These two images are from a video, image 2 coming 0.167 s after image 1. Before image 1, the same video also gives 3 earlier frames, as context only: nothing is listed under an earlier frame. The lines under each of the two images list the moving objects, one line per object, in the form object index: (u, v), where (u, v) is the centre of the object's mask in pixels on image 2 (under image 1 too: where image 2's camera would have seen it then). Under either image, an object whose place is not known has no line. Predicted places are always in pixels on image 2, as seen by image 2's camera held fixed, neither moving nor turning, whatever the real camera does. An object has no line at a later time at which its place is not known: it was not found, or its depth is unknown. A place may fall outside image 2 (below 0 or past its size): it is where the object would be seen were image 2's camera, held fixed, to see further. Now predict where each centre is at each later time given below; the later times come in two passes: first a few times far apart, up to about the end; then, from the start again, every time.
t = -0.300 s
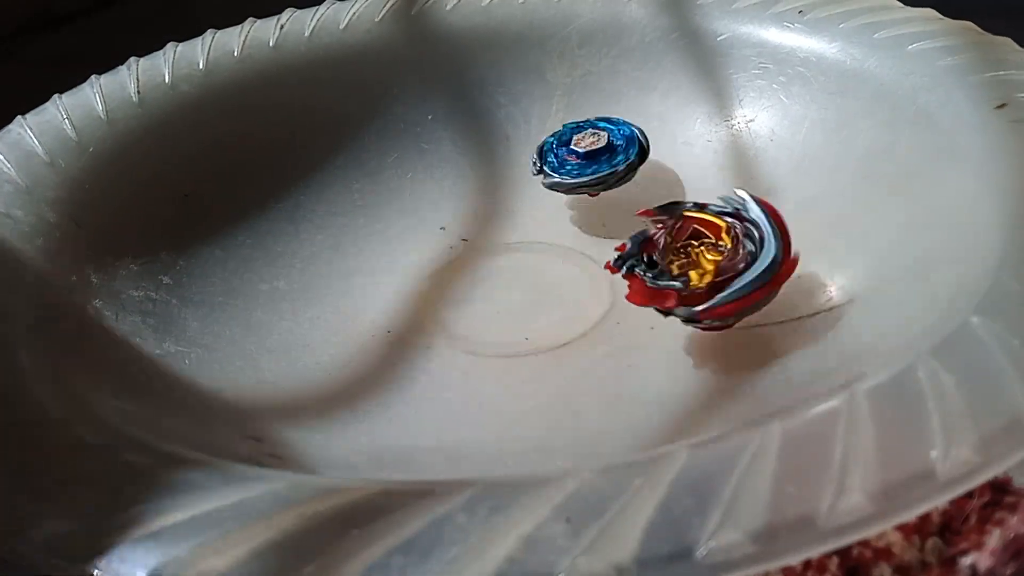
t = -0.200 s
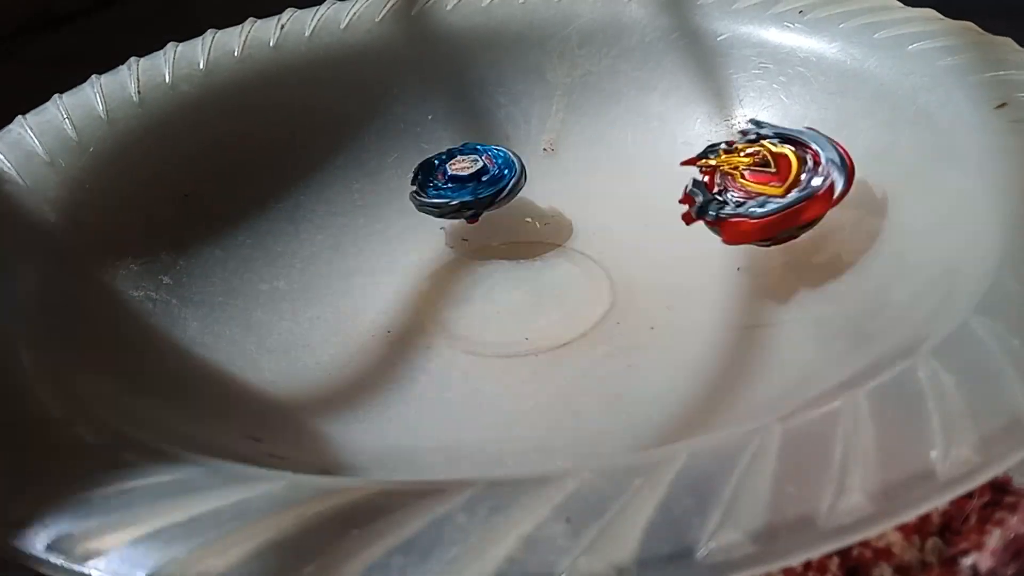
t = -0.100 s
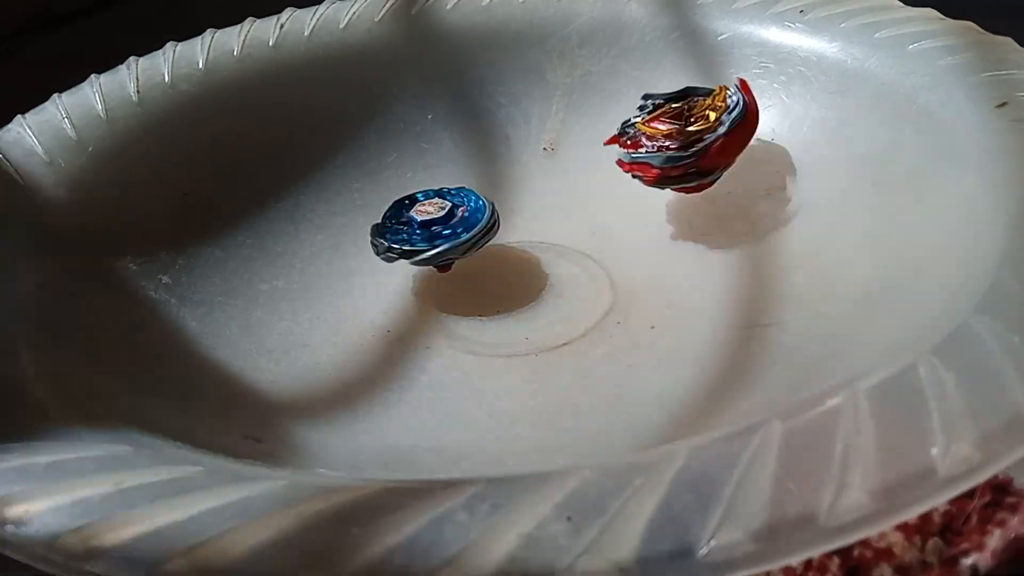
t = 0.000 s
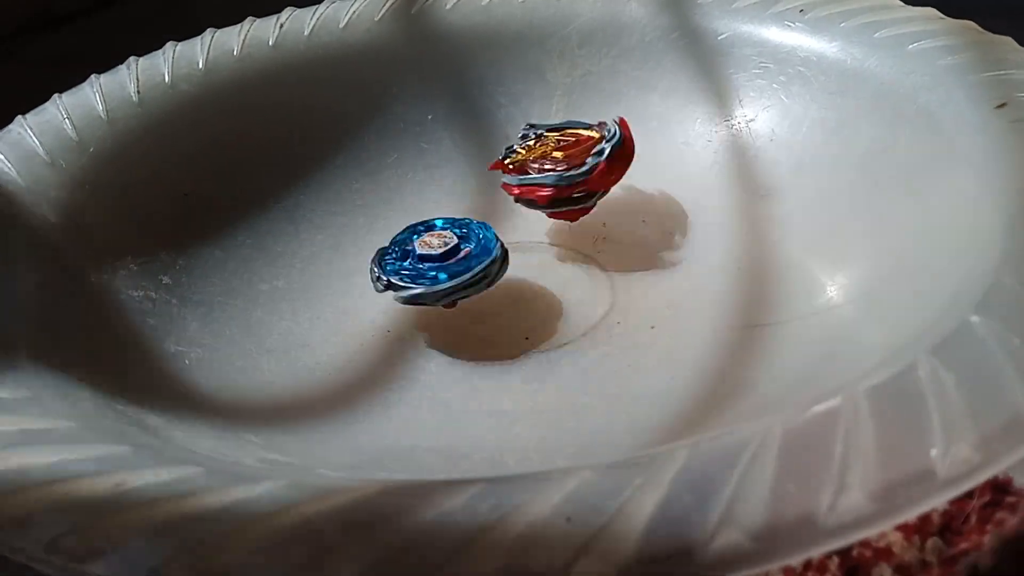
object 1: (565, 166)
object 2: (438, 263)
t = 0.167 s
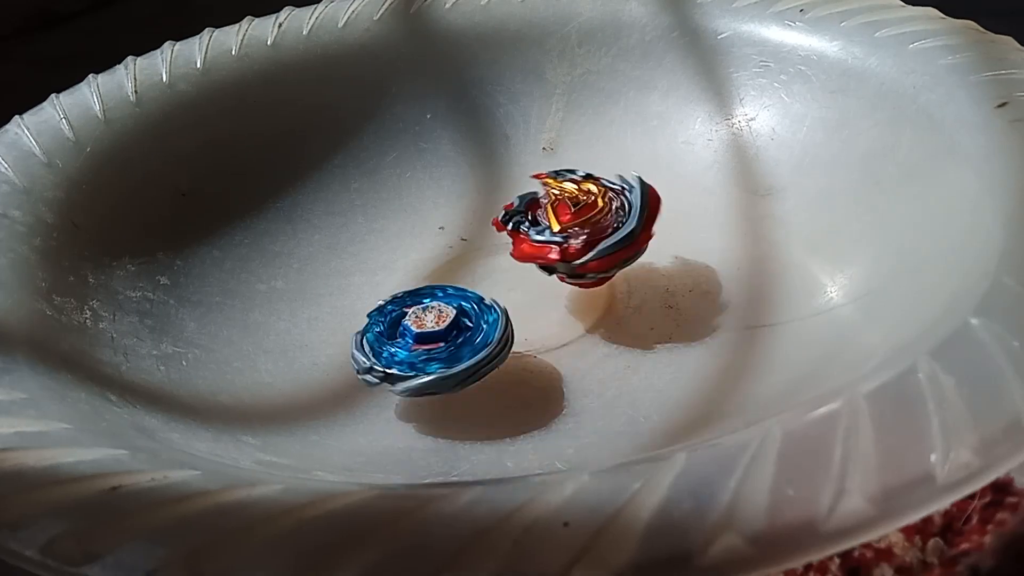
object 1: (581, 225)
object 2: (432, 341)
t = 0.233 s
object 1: (634, 228)
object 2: (473, 361)
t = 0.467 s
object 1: (691, 136)
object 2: (601, 277)
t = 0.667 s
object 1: (498, 131)
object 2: (418, 291)
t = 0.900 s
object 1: (528, 217)
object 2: (410, 359)
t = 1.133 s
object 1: (745, 125)
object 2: (450, 329)
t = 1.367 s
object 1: (590, 161)
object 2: (332, 308)
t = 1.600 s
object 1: (585, 261)
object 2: (381, 250)
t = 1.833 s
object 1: (579, 332)
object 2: (387, 220)
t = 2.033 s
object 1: (566, 318)
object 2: (455, 196)
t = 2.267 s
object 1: (408, 277)
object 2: (485, 179)
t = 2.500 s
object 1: (338, 252)
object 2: (596, 180)
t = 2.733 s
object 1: (391, 225)
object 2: (612, 201)
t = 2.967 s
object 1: (493, 176)
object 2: (673, 220)
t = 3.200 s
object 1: (556, 166)
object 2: (642, 277)
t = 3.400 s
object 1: (599, 184)
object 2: (642, 296)
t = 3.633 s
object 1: (651, 232)
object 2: (526, 338)
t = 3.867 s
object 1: (629, 267)
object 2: (491, 342)
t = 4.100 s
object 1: (650, 268)
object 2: (345, 349)
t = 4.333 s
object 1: (636, 261)
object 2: (364, 282)
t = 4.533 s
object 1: (620, 250)
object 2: (356, 217)
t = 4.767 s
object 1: (614, 240)
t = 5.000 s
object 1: (638, 236)
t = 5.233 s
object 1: (652, 236)
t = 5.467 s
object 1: (641, 284)
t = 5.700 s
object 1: (528, 305)
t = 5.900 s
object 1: (455, 277)
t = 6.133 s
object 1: (486, 225)
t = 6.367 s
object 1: (563, 216)
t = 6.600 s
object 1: (632, 243)
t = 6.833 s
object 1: (610, 275)
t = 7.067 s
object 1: (554, 268)
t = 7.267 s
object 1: (547, 243)
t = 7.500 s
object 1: (581, 250)
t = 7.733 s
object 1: (578, 281)
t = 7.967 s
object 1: (562, 265)
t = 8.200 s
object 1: (572, 258)
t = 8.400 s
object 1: (581, 273)
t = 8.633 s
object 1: (488, 306)
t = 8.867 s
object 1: (391, 281)
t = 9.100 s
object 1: (447, 221)
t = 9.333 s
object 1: (529, 207)
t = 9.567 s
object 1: (568, 186)
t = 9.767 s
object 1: (568, 179)
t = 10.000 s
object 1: (564, 172)
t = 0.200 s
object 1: (610, 228)
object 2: (444, 351)
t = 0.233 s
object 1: (634, 228)
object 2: (473, 361)
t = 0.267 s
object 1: (650, 228)
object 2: (523, 364)
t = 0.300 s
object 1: (666, 225)
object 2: (578, 352)
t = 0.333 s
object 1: (673, 220)
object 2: (622, 334)
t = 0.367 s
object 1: (679, 210)
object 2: (650, 310)
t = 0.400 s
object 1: (690, 187)
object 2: (648, 293)
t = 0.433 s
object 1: (700, 160)
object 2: (630, 283)
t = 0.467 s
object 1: (691, 136)
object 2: (601, 277)
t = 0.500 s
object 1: (673, 120)
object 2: (567, 278)
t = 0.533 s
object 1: (644, 108)
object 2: (535, 281)
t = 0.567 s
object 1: (608, 105)
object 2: (505, 284)
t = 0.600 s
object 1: (568, 106)
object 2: (478, 284)
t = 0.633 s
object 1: (527, 116)
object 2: (449, 287)
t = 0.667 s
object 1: (498, 131)
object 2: (418, 291)
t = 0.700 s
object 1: (475, 148)
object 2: (390, 292)
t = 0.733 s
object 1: (462, 168)
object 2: (363, 295)
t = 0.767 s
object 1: (461, 182)
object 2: (341, 303)
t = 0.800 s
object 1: (471, 193)
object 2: (332, 316)
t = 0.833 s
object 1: (487, 200)
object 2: (336, 334)
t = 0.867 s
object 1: (507, 209)
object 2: (365, 350)
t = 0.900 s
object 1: (528, 217)
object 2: (410, 359)
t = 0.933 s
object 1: (550, 228)
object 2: (457, 357)
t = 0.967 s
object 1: (567, 238)
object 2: (494, 346)
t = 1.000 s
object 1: (622, 217)
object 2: (479, 342)
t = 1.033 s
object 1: (698, 199)
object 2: (460, 354)
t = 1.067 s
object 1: (740, 168)
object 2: (461, 352)
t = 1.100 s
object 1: (753, 142)
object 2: (464, 341)
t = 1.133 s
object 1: (745, 125)
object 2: (450, 329)
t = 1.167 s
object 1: (724, 119)
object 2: (425, 320)
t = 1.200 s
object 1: (696, 120)
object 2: (398, 310)
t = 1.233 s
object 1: (666, 127)
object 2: (372, 303)
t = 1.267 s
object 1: (639, 133)
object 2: (351, 298)
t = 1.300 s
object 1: (619, 141)
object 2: (337, 299)
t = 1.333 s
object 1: (603, 150)
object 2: (331, 303)
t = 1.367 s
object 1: (590, 161)
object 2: (332, 308)
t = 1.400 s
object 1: (580, 173)
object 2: (342, 313)
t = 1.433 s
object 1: (578, 185)
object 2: (357, 313)
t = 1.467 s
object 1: (581, 196)
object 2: (371, 306)
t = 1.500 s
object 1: (585, 209)
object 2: (379, 294)
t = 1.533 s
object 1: (587, 225)
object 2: (381, 279)
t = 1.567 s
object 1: (587, 242)
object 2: (380, 264)
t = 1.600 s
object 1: (585, 261)
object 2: (381, 250)
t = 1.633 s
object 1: (582, 281)
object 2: (382, 238)
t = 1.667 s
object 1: (577, 301)
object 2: (381, 227)
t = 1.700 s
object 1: (573, 316)
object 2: (379, 219)
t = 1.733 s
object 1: (574, 326)
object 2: (375, 216)
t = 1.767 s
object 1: (577, 331)
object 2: (377, 217)
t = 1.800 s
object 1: (577, 332)
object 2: (382, 218)
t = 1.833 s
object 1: (579, 332)
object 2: (387, 220)
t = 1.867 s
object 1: (582, 330)
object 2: (393, 220)
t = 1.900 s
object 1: (583, 328)
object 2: (401, 218)
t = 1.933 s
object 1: (580, 328)
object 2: (411, 213)
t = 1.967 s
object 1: (581, 325)
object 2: (424, 209)
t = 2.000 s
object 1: (575, 323)
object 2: (439, 202)
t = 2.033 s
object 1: (566, 318)
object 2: (455, 196)
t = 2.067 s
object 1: (557, 312)
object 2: (472, 189)
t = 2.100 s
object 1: (541, 307)
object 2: (486, 182)
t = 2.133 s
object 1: (517, 301)
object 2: (492, 177)
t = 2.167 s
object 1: (488, 295)
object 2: (491, 174)
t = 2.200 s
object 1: (462, 289)
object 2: (487, 173)
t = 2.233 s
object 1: (434, 283)
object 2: (484, 176)
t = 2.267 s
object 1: (408, 277)
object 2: (485, 179)
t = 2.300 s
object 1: (383, 270)
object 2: (493, 183)
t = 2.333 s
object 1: (365, 264)
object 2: (509, 185)
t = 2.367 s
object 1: (352, 259)
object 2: (530, 185)
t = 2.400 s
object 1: (345, 256)
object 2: (551, 186)
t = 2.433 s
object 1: (340, 254)
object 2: (571, 185)
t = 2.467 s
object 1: (340, 254)
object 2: (586, 184)
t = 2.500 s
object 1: (338, 252)
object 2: (596, 180)
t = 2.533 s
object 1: (342, 252)
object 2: (598, 178)
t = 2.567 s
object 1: (343, 251)
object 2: (597, 177)
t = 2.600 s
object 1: (351, 249)
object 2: (593, 178)
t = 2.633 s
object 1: (359, 245)
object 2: (591, 181)
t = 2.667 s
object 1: (366, 240)
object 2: (593, 186)
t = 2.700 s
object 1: (380, 233)
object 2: (599, 193)
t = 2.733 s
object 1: (391, 225)
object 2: (612, 201)
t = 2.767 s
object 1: (404, 217)
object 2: (626, 208)
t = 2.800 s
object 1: (417, 210)
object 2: (642, 216)
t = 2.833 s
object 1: (433, 203)
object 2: (656, 220)
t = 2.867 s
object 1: (449, 195)
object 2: (666, 222)
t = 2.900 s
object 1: (464, 187)
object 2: (671, 222)
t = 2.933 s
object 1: (479, 181)
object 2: (674, 221)
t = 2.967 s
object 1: (493, 176)
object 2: (673, 220)
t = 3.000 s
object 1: (507, 172)
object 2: (666, 220)
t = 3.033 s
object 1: (516, 169)
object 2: (660, 223)
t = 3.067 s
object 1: (529, 167)
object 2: (652, 230)
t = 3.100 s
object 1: (536, 166)
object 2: (648, 240)
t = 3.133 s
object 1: (542, 164)
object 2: (646, 253)
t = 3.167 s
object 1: (550, 165)
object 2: (644, 265)
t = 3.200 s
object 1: (556, 166)
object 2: (642, 277)
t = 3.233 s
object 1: (562, 166)
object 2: (641, 289)
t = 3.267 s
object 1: (567, 169)
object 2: (643, 297)
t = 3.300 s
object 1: (574, 171)
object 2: (649, 301)
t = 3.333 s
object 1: (581, 174)
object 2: (653, 300)
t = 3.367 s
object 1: (588, 178)
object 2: (649, 297)
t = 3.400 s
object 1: (599, 184)
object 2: (642, 296)
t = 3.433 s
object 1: (607, 190)
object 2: (633, 299)
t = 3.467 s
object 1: (617, 197)
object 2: (617, 303)
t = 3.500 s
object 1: (629, 205)
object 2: (599, 309)
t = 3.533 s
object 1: (638, 212)
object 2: (581, 317)
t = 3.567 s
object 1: (643, 219)
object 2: (563, 325)
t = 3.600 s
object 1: (649, 227)
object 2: (544, 331)
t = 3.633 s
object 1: (651, 232)
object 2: (526, 338)
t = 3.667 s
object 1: (652, 237)
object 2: (514, 344)
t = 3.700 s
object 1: (653, 243)
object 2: (509, 348)
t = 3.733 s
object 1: (653, 246)
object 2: (507, 350)
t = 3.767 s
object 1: (649, 252)
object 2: (507, 349)
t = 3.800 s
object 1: (645, 256)
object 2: (503, 347)
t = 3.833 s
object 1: (638, 261)
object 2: (500, 345)
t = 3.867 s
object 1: (629, 267)
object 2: (491, 342)
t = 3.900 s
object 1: (618, 272)
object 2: (478, 338)
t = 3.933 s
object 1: (632, 274)
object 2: (435, 340)
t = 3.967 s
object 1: (646, 272)
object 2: (396, 342)
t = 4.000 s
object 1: (647, 272)
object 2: (372, 344)
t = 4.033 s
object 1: (645, 270)
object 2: (355, 346)
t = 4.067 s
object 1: (648, 268)
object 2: (347, 347)
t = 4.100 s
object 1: (650, 268)
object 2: (345, 349)
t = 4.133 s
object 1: (649, 268)
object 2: (355, 348)
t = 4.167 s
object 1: (647, 266)
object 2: (364, 343)
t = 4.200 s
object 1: (650, 266)
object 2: (370, 333)
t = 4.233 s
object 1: (648, 265)
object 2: (372, 322)
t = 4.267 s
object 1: (643, 264)
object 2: (371, 308)
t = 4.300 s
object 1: (642, 263)
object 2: (366, 294)
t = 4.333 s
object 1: (636, 261)
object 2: (364, 282)
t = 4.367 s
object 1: (632, 259)
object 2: (363, 268)
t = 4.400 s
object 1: (635, 257)
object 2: (360, 255)
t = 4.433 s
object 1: (628, 255)
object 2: (361, 244)
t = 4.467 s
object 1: (621, 253)
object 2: (360, 233)
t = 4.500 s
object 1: (622, 250)
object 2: (357, 224)
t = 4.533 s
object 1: (620, 250)
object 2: (356, 217)
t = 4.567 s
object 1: (613, 248)
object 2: (355, 211)
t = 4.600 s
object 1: (615, 245)
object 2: (356, 210)
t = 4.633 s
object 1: (613, 244)
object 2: (360, 210)
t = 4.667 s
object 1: (609, 243)
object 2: (369, 210)
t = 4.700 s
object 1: (611, 241)
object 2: (384, 210)
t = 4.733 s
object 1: (616, 241)
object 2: (402, 208)
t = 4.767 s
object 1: (614, 240)
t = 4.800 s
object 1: (617, 238)
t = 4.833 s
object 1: (625, 238)
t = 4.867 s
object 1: (625, 238)
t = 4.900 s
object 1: (626, 237)
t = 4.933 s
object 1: (633, 236)
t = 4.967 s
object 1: (638, 237)
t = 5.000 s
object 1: (638, 236)
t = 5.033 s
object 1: (640, 234)
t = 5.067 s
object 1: (647, 235)
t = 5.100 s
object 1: (646, 237)
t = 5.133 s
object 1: (647, 235)
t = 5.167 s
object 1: (655, 235)
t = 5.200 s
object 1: (655, 237)
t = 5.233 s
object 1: (652, 236)
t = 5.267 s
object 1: (659, 236)
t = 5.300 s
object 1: (661, 237)
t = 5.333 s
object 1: (654, 240)
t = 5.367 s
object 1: (647, 260)
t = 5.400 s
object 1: (644, 271)
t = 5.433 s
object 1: (640, 278)
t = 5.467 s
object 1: (641, 284)
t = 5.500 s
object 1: (626, 290)
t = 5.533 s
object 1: (619, 294)
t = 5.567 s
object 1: (618, 294)
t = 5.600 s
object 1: (605, 294)
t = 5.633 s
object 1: (584, 294)
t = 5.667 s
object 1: (557, 299)
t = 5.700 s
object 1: (528, 305)
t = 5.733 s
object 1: (512, 308)
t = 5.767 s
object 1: (503, 305)
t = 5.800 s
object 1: (492, 302)
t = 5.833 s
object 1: (477, 294)
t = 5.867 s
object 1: (464, 286)
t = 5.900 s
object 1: (455, 277)
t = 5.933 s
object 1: (454, 270)
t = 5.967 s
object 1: (455, 262)
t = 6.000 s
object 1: (458, 256)
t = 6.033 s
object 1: (459, 249)
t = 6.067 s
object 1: (463, 239)
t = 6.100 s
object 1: (473, 232)
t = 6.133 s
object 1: (486, 225)
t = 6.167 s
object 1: (500, 223)
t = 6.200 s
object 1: (511, 216)
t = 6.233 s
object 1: (524, 213)
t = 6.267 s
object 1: (538, 212)
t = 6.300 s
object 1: (549, 215)
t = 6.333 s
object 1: (557, 215)
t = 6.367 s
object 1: (563, 216)
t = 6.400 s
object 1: (573, 215)
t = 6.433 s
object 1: (582, 219)
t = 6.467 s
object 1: (591, 225)
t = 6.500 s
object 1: (599, 229)
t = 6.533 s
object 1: (612, 231)
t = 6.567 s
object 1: (627, 235)
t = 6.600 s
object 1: (632, 243)
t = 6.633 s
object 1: (635, 248)
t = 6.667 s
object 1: (631, 255)
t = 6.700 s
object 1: (633, 259)
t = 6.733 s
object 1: (638, 261)
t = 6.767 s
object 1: (633, 265)
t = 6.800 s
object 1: (625, 270)
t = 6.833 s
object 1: (610, 275)
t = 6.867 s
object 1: (600, 281)
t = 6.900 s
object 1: (591, 282)
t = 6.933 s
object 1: (588, 283)
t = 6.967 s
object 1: (586, 282)
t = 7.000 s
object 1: (577, 279)
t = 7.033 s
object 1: (568, 273)
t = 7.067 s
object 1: (554, 268)
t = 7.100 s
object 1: (547, 263)
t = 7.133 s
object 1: (549, 259)
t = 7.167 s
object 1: (550, 257)
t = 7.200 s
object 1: (554, 255)
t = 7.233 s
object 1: (548, 250)
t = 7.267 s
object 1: (547, 243)
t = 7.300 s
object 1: (556, 242)
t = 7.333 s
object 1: (566, 243)
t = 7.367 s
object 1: (572, 249)
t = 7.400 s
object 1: (567, 251)
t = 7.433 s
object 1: (566, 248)
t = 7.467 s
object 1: (570, 248)
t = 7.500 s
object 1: (581, 250)
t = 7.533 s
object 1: (592, 255)
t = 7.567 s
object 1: (594, 264)
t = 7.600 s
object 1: (584, 272)
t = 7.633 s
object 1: (572, 279)
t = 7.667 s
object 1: (571, 282)
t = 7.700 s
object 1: (575, 280)
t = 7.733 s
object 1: (578, 281)
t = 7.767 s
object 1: (579, 280)
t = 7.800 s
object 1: (579, 279)
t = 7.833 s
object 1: (570, 276)
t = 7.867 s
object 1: (560, 272)
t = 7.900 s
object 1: (554, 271)
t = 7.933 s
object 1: (557, 269)
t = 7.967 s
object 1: (562, 265)
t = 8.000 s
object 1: (560, 262)
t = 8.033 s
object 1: (558, 258)
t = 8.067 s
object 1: (559, 255)
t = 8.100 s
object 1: (565, 254)
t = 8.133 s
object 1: (570, 256)
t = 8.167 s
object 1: (572, 259)
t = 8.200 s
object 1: (572, 258)
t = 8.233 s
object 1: (577, 259)
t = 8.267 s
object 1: (586, 259)
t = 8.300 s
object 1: (589, 261)
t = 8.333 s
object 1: (588, 263)
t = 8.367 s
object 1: (582, 269)
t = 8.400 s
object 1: (581, 273)
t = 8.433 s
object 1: (584, 276)
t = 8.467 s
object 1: (575, 280)
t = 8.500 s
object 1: (565, 286)
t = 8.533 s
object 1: (554, 291)
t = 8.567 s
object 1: (538, 298)
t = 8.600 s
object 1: (519, 303)
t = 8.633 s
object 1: (488, 306)
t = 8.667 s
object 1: (462, 311)
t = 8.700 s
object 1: (440, 314)
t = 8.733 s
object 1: (422, 310)
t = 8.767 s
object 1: (404, 305)
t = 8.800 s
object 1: (397, 300)
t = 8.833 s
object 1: (394, 289)
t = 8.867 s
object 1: (391, 281)
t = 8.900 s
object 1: (396, 268)
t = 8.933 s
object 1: (395, 254)
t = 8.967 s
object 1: (401, 248)
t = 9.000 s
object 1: (414, 241)
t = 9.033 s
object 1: (427, 230)
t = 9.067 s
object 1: (440, 226)
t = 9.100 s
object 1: (447, 221)
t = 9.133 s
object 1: (457, 215)
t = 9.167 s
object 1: (468, 211)
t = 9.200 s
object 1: (480, 208)
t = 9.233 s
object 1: (494, 208)
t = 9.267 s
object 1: (506, 208)
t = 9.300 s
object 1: (517, 205)
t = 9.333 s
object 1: (529, 207)
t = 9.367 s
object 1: (539, 206)
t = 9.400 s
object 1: (548, 205)
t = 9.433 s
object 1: (556, 201)
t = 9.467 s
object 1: (563, 197)
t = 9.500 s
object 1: (568, 194)
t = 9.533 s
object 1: (568, 189)
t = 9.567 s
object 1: (568, 186)
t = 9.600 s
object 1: (569, 184)
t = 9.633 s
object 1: (569, 183)
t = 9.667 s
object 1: (569, 181)
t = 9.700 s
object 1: (568, 180)
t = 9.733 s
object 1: (568, 179)
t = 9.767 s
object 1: (568, 179)
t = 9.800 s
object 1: (566, 178)
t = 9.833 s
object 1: (567, 178)
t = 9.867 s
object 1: (567, 178)
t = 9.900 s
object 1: (566, 176)
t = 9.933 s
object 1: (564, 175)
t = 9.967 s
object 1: (564, 174)
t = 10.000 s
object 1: (564, 172)
